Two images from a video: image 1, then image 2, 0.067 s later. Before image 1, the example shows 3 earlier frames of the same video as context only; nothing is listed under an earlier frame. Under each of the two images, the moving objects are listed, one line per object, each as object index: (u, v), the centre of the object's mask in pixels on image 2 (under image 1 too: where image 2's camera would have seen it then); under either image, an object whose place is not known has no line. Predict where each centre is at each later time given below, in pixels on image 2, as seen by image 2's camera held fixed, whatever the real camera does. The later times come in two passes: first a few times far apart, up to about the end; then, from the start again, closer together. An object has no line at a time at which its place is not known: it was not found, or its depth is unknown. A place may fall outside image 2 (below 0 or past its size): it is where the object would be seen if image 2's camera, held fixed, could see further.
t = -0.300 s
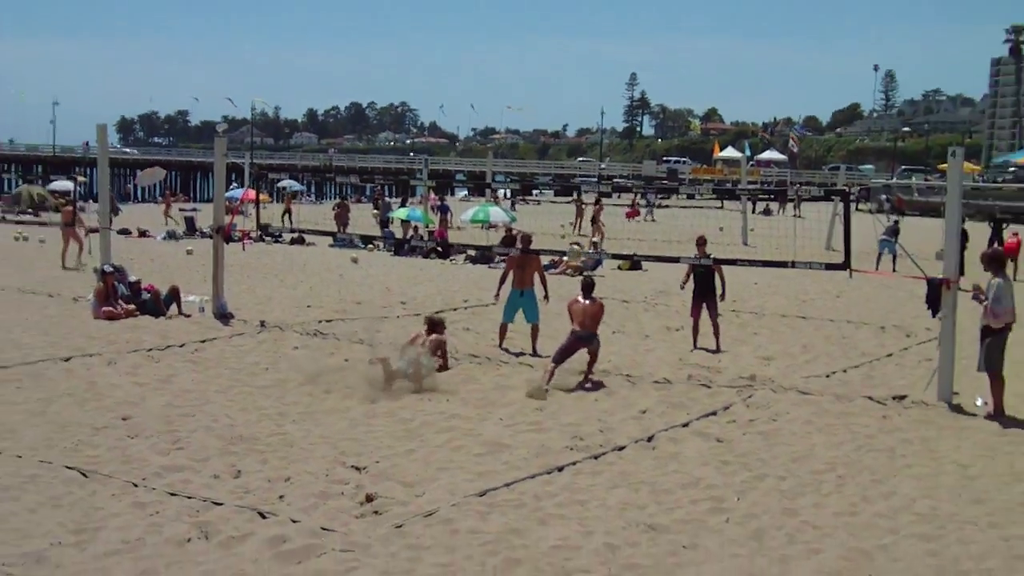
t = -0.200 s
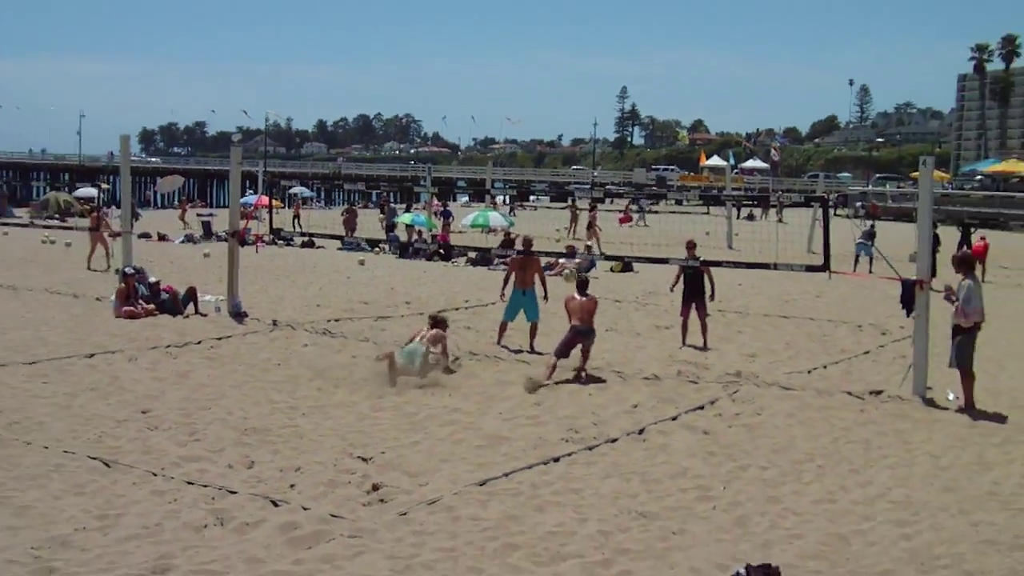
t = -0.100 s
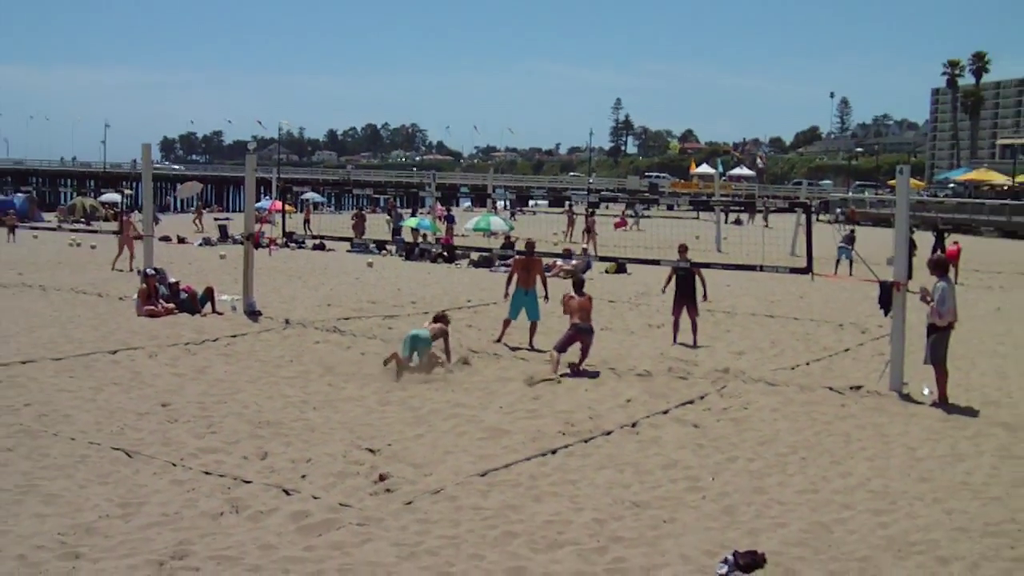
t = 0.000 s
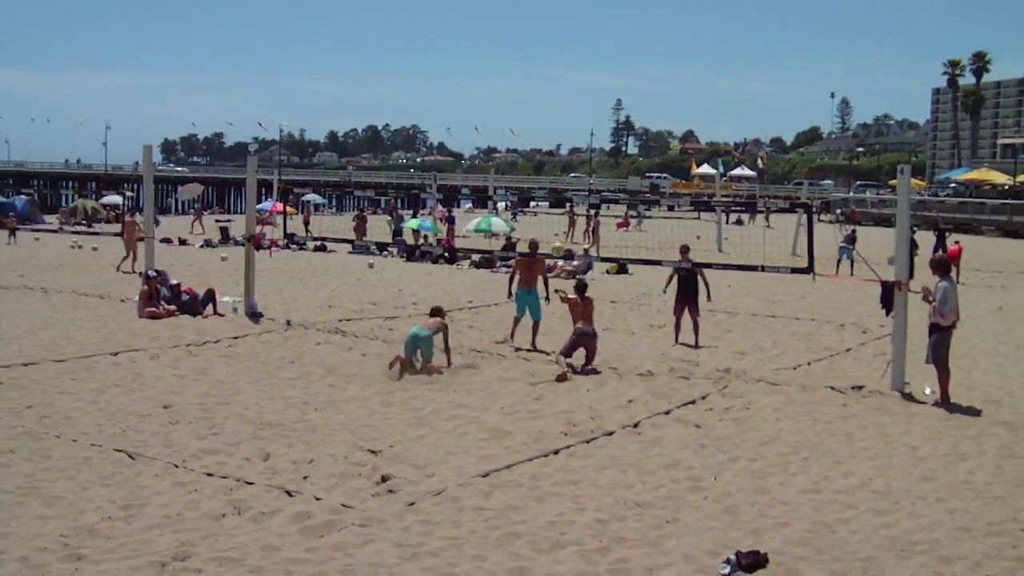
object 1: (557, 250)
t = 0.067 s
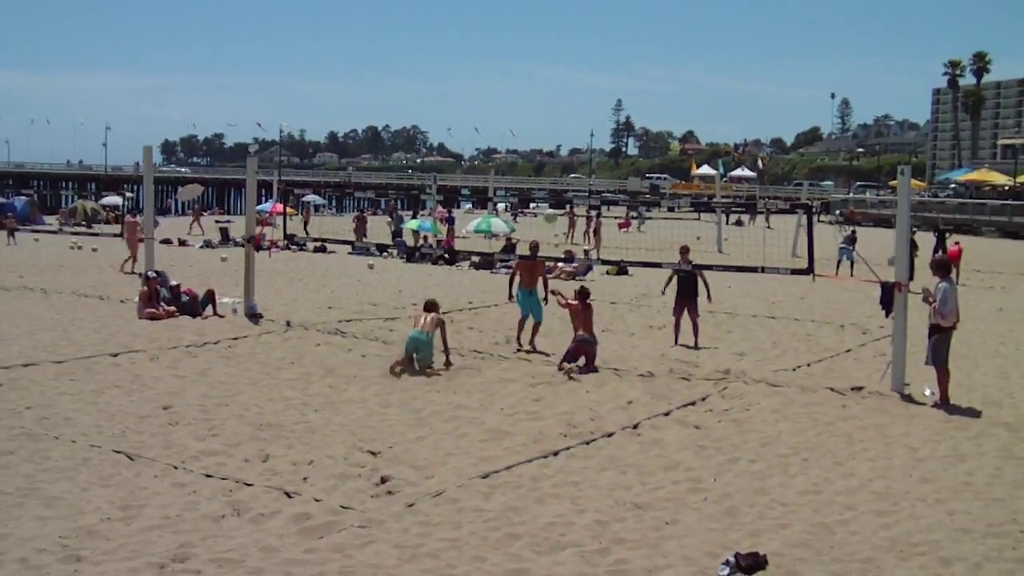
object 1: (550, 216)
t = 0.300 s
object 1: (524, 122)
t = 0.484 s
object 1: (503, 73)
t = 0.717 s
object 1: (474, 43)
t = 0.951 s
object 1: (448, 48)
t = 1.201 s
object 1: (420, 94)
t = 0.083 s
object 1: (548, 208)
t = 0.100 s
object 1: (545, 199)
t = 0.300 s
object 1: (524, 122)
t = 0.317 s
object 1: (522, 116)
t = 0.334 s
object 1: (519, 111)
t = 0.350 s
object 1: (517, 106)
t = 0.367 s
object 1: (515, 101)
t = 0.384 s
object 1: (514, 96)
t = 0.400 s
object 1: (512, 92)
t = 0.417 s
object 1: (510, 86)
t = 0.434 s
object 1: (508, 83)
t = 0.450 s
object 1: (506, 79)
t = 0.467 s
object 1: (505, 76)
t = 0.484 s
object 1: (503, 73)
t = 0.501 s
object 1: (501, 69)
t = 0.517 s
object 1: (499, 66)
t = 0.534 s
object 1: (497, 63)
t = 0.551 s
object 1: (495, 60)
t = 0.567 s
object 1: (493, 57)
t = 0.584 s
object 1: (491, 55)
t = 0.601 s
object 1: (489, 52)
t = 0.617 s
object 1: (486, 51)
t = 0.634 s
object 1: (484, 49)
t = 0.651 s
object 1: (482, 47)
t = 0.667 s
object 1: (480, 46)
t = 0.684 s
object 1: (478, 45)
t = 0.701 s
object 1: (476, 44)
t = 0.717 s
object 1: (474, 43)
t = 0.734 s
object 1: (472, 42)
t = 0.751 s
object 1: (471, 41)
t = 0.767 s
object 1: (468, 41)
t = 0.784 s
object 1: (467, 41)
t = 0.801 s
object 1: (465, 40)
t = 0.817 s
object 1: (463, 41)
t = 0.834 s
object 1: (461, 41)
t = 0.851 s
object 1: (459, 41)
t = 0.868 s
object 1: (457, 42)
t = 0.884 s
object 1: (456, 43)
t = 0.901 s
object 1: (453, 44)
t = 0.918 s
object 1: (452, 45)
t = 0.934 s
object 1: (450, 46)
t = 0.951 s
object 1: (448, 48)
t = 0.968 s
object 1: (446, 49)
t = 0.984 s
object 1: (444, 52)
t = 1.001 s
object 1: (443, 54)
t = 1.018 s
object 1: (441, 57)
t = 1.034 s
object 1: (439, 60)
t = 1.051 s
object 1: (437, 62)
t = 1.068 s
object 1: (436, 65)
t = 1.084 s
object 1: (434, 68)
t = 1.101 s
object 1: (432, 71)
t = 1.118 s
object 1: (430, 74)
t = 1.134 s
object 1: (428, 78)
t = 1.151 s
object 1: (426, 82)
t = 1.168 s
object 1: (424, 86)
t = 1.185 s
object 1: (422, 90)
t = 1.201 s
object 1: (420, 94)
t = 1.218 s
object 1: (419, 98)
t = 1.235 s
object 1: (417, 103)
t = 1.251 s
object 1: (415, 108)
